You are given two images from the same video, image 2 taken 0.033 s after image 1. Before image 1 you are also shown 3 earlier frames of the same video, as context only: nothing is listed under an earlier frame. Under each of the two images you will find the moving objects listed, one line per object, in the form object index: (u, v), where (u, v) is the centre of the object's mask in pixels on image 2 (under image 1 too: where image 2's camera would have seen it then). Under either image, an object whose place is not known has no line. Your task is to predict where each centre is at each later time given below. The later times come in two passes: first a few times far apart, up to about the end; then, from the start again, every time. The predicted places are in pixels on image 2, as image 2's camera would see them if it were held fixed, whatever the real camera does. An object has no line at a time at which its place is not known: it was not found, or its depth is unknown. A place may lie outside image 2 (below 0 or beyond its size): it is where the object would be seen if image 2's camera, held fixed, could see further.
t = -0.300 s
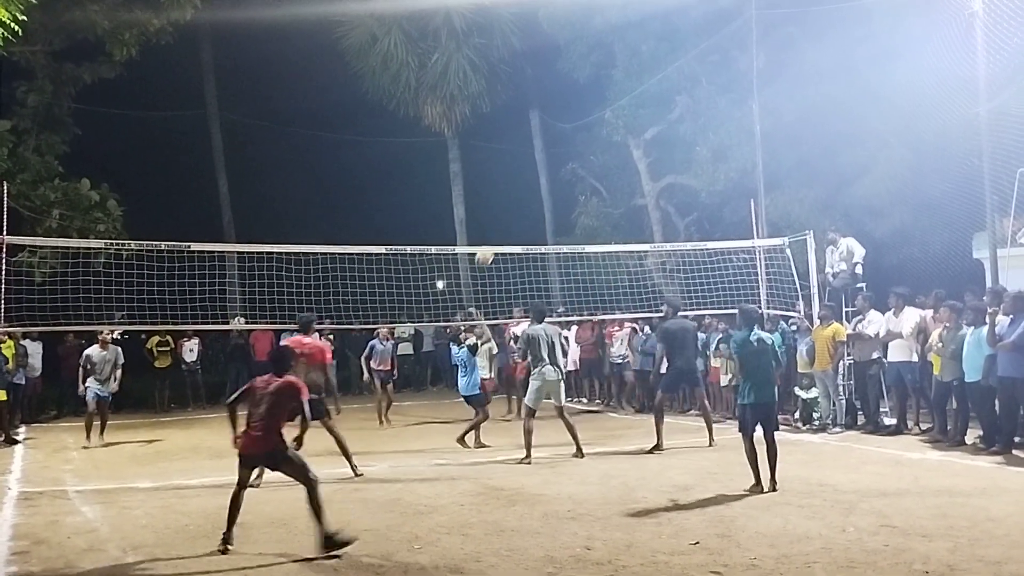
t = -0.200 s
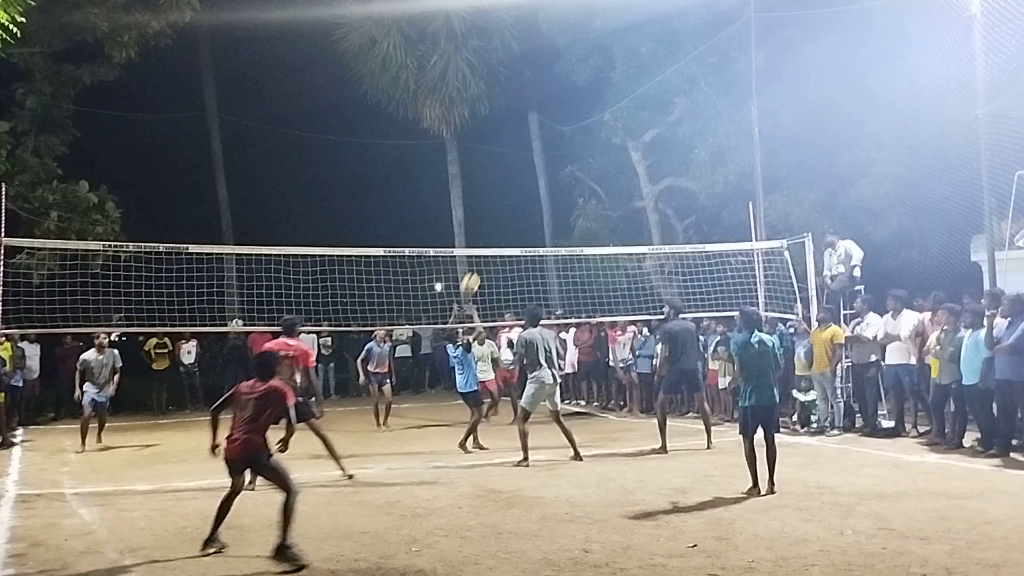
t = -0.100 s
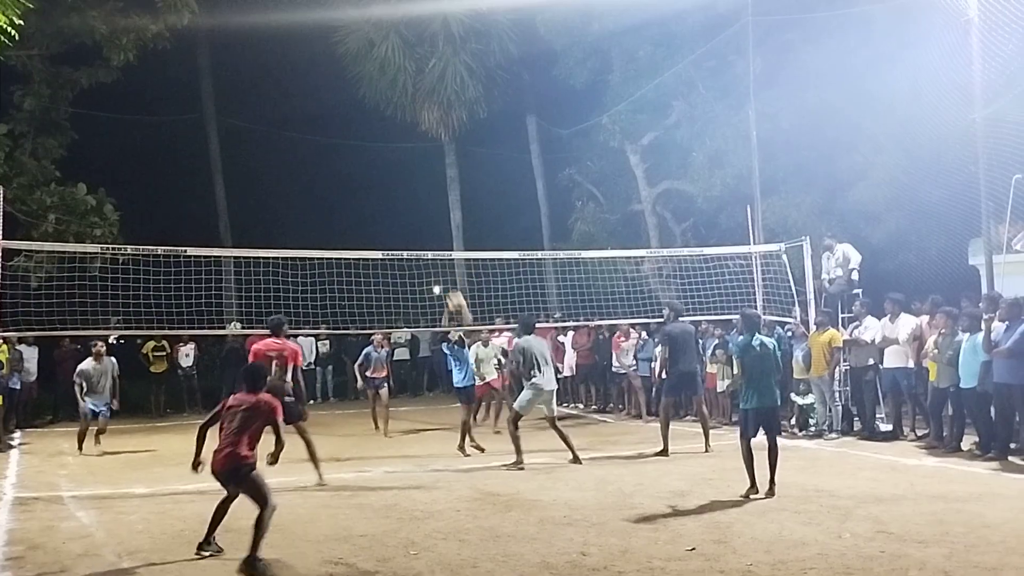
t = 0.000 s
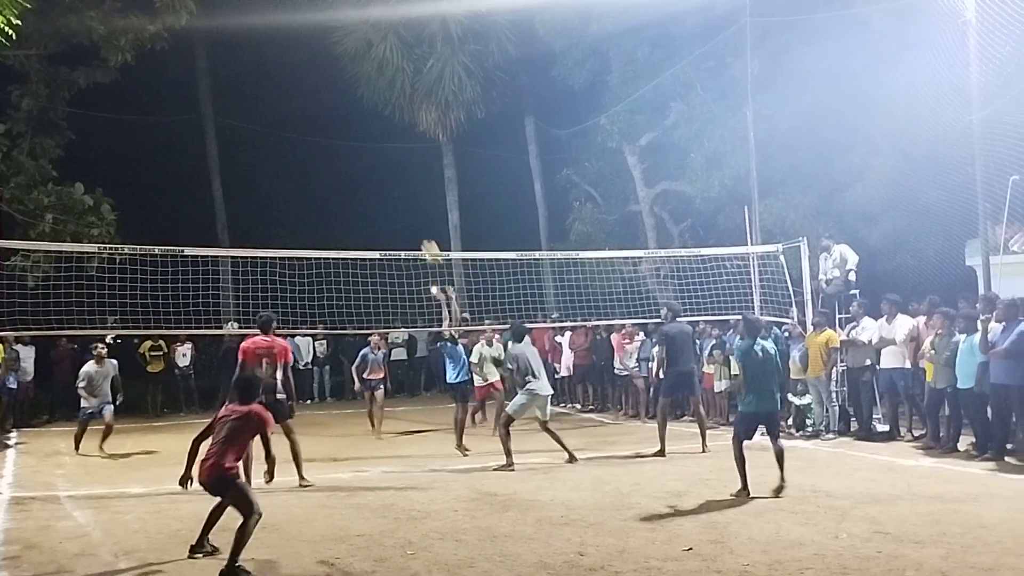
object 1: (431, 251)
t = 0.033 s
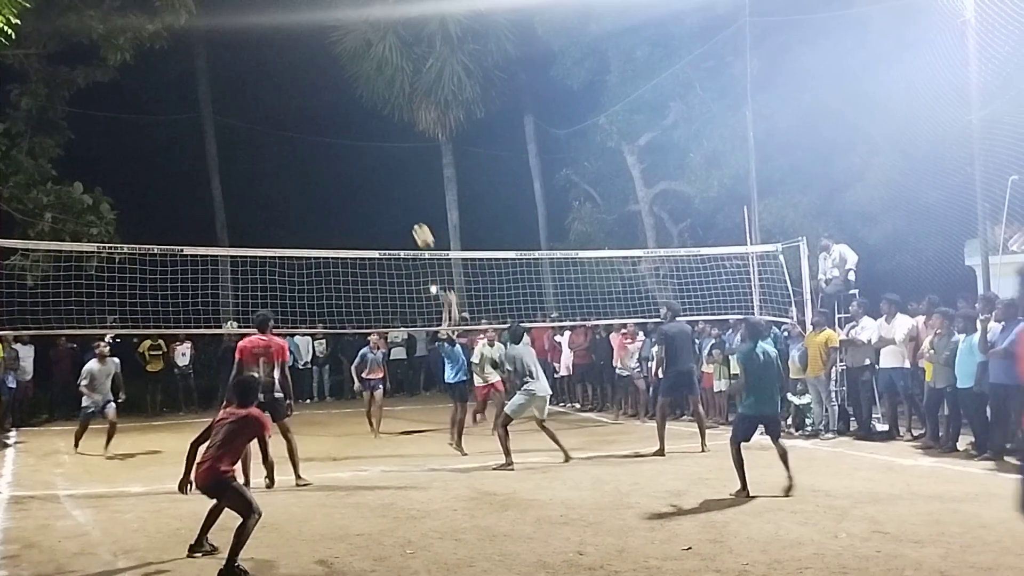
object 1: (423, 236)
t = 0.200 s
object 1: (385, 174)
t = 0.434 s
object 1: (331, 120)
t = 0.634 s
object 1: (286, 108)
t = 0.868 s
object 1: (232, 134)
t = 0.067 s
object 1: (416, 223)
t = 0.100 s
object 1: (408, 209)
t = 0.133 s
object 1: (400, 197)
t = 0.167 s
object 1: (392, 184)
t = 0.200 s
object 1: (385, 174)
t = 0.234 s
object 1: (377, 164)
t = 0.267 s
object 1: (369, 154)
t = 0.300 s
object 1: (362, 146)
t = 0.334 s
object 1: (354, 138)
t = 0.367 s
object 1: (346, 131)
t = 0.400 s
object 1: (339, 125)
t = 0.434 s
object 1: (331, 120)
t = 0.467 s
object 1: (323, 116)
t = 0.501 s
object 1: (316, 113)
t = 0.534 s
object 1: (308, 110)
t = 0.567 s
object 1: (301, 108)
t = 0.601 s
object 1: (293, 107)
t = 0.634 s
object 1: (286, 108)
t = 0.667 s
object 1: (278, 109)
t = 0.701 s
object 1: (270, 110)
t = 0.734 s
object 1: (263, 113)
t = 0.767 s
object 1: (255, 117)
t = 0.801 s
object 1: (248, 122)
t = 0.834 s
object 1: (240, 128)
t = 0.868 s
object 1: (232, 134)
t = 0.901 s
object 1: (225, 141)
